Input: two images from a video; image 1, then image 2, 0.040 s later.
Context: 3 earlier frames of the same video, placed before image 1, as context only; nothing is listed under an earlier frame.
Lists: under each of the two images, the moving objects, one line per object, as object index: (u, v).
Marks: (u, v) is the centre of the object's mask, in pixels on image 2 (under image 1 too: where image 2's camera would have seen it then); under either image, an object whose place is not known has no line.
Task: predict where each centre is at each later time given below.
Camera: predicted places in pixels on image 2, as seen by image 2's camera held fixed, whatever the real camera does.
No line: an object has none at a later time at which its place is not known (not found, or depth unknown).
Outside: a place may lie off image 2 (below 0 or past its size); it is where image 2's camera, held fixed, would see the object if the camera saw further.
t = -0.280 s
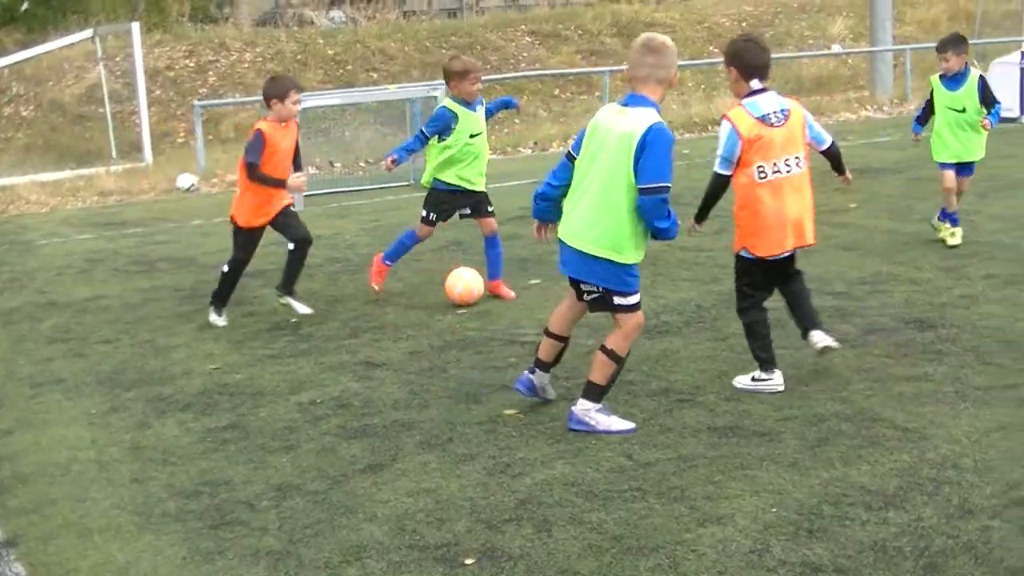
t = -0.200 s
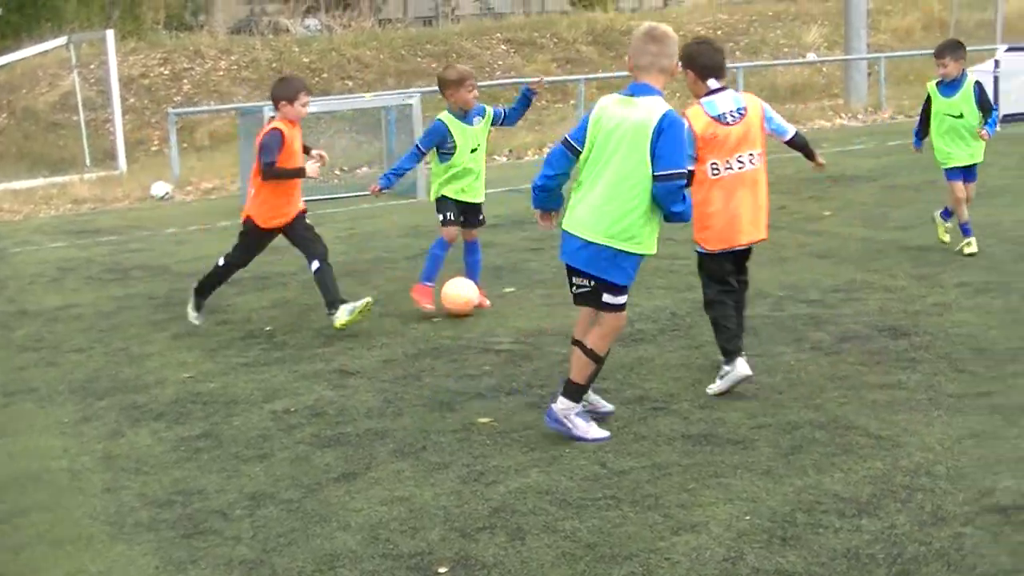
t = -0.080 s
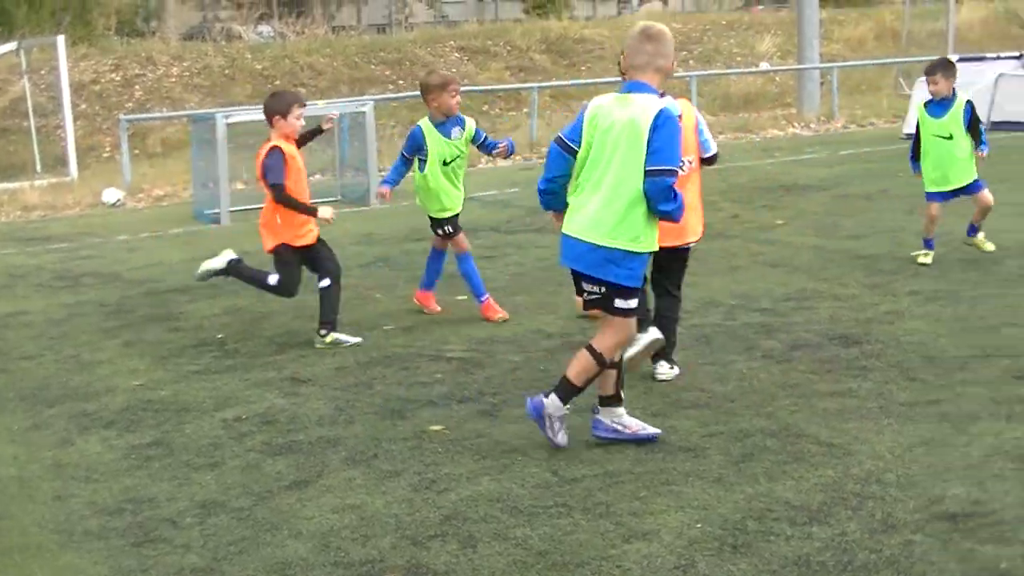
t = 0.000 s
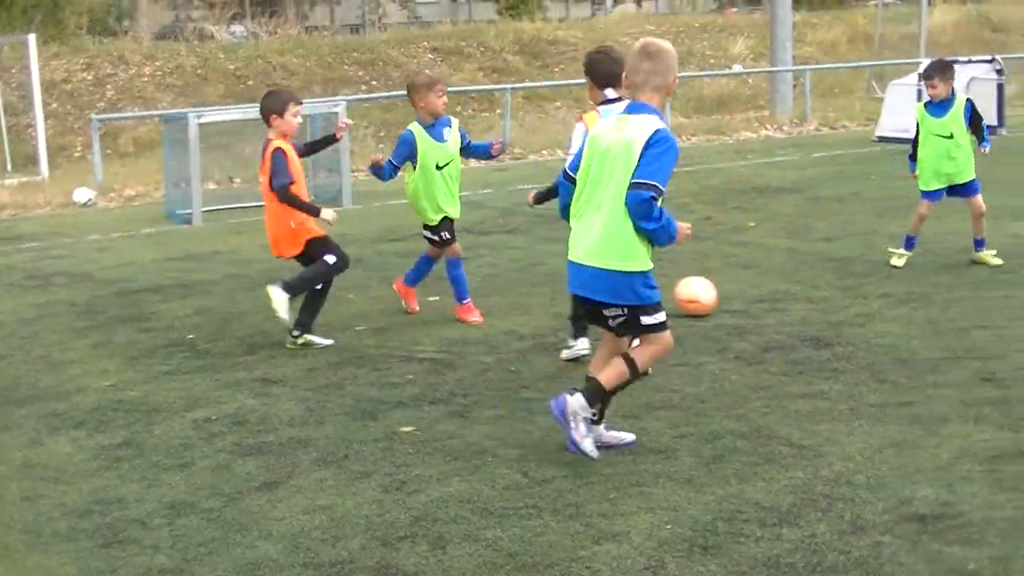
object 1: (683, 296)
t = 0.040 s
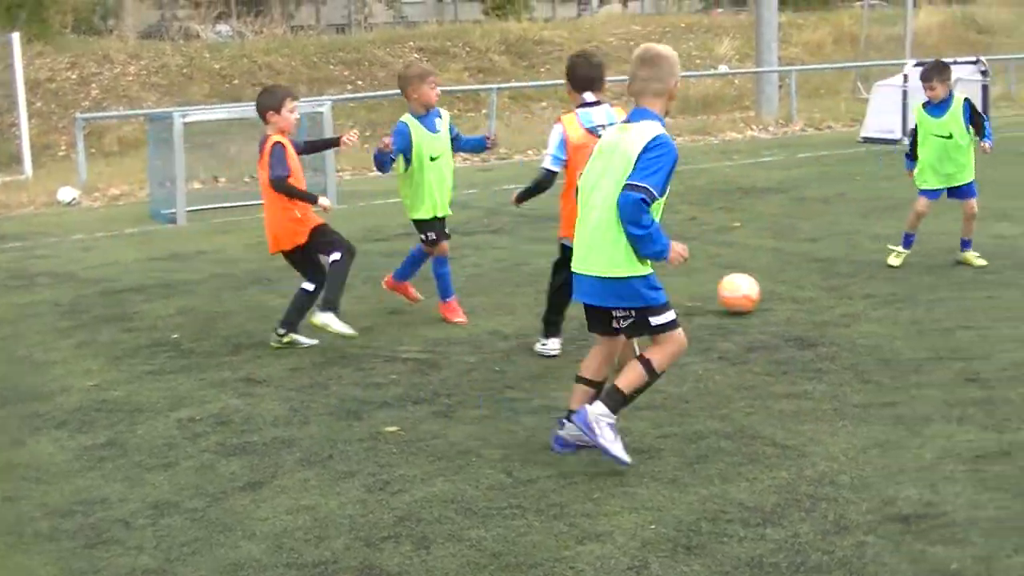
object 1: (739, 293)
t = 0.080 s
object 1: (794, 293)
